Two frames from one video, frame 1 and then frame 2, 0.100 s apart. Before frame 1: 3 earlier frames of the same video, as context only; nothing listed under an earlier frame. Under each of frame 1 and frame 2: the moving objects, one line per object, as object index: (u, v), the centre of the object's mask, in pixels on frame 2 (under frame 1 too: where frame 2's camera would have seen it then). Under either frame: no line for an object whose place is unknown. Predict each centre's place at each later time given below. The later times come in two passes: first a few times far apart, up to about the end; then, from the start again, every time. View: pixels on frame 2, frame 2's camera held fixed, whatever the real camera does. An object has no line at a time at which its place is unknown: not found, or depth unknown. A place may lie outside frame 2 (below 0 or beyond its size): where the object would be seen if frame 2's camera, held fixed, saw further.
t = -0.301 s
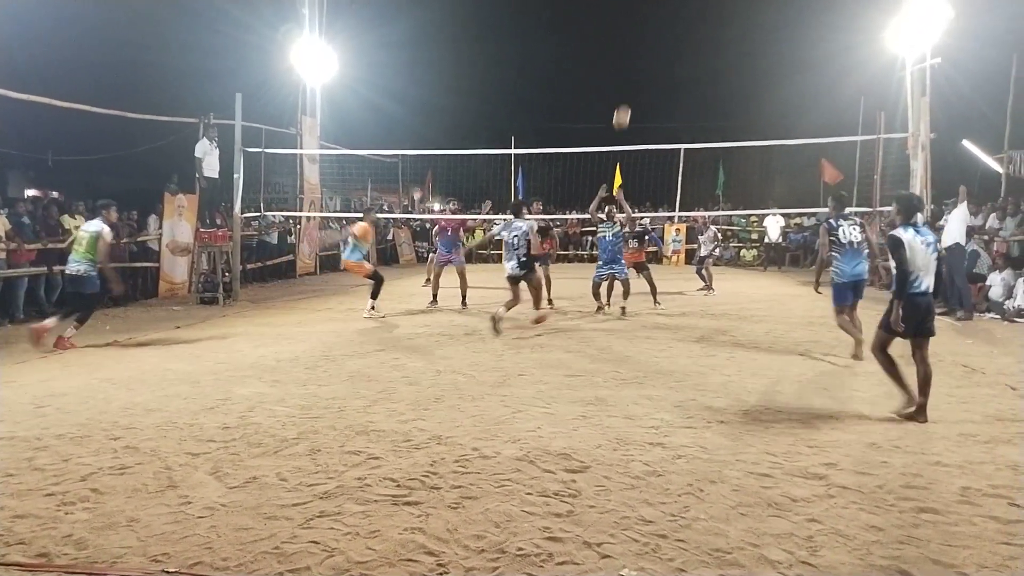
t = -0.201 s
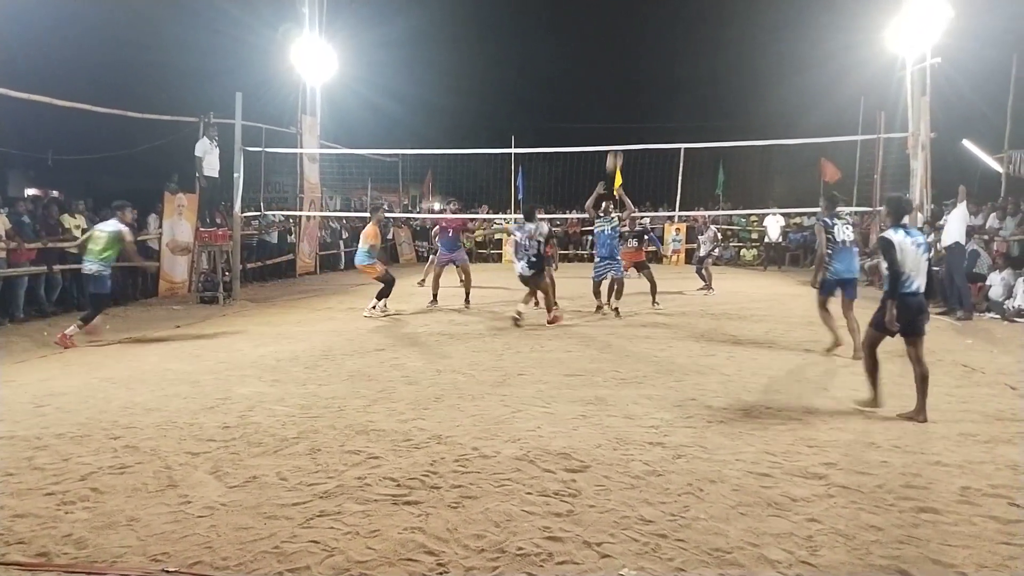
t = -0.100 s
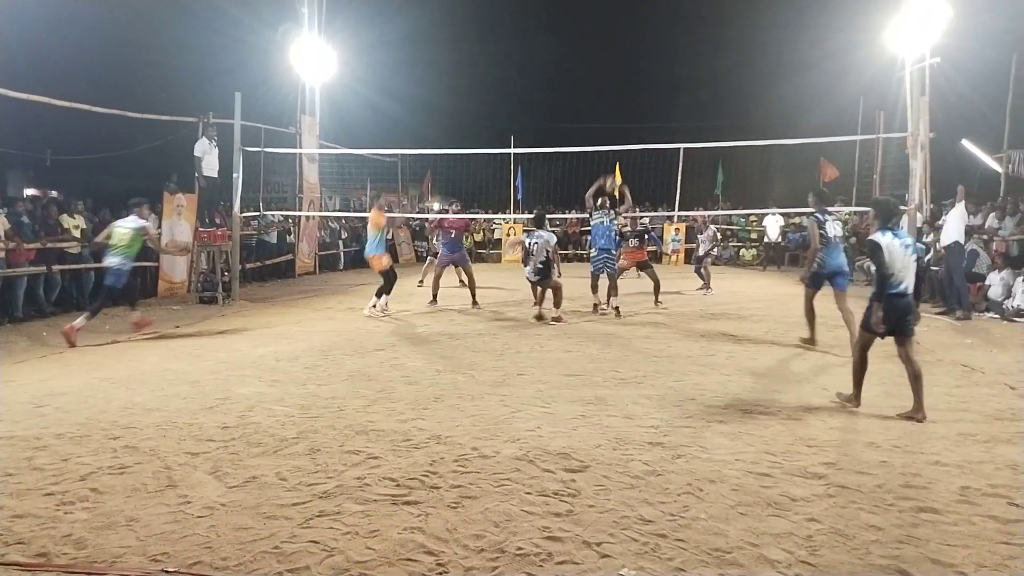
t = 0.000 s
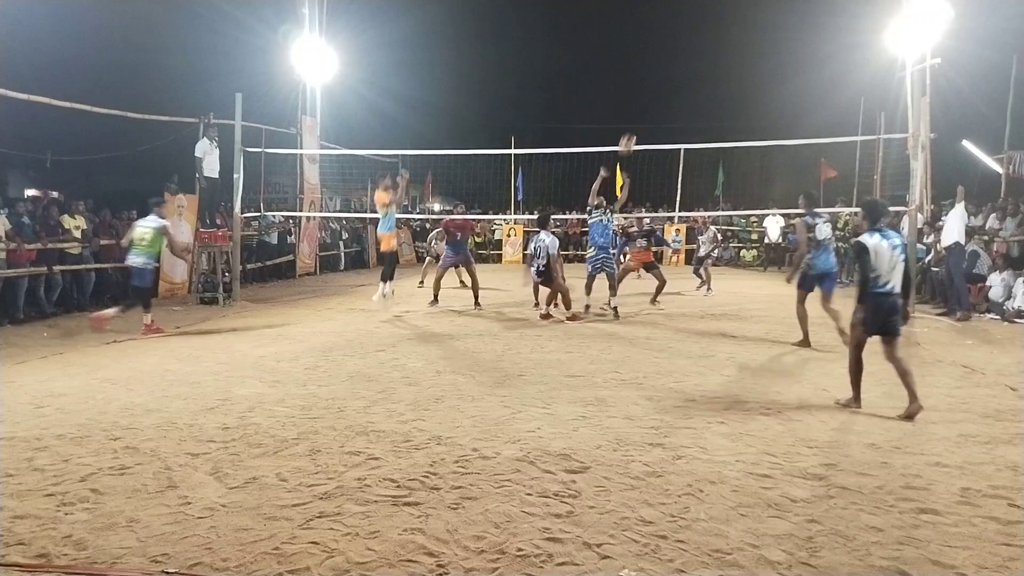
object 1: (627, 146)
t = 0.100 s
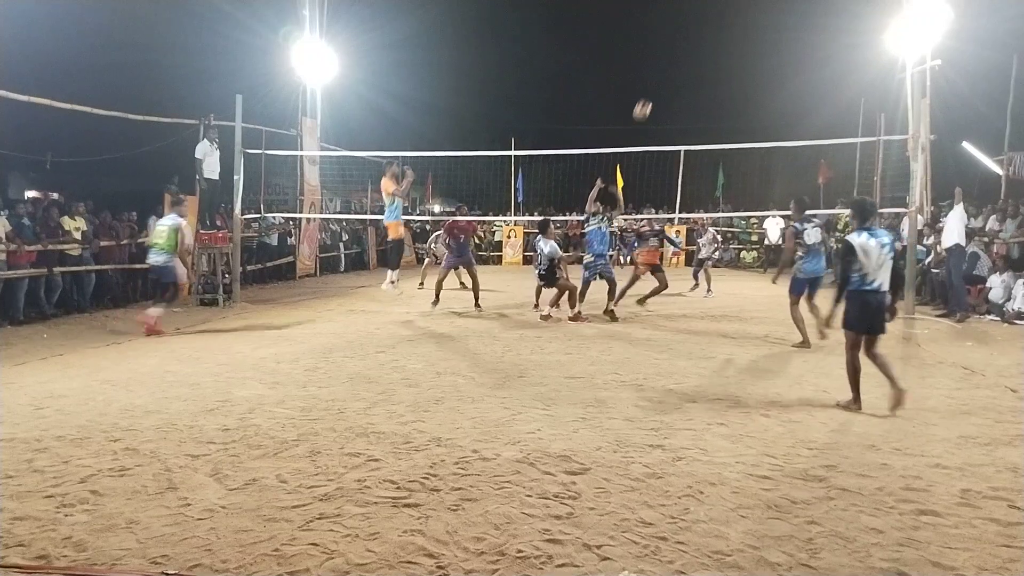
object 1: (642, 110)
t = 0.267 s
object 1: (668, 65)
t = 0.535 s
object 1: (711, 34)
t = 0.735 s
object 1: (744, 46)
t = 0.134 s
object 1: (647, 100)
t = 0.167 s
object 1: (652, 90)
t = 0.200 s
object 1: (658, 81)
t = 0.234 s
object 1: (663, 73)
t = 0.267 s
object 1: (668, 65)
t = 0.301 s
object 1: (673, 58)
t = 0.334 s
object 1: (679, 52)
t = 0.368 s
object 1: (684, 48)
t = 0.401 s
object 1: (690, 43)
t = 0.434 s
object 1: (695, 39)
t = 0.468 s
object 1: (700, 37)
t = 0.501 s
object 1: (706, 35)
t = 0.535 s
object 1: (711, 34)
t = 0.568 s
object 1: (716, 34)
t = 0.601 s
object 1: (722, 35)
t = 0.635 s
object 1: (727, 36)
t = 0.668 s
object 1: (733, 38)
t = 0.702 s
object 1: (738, 41)
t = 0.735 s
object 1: (744, 46)
